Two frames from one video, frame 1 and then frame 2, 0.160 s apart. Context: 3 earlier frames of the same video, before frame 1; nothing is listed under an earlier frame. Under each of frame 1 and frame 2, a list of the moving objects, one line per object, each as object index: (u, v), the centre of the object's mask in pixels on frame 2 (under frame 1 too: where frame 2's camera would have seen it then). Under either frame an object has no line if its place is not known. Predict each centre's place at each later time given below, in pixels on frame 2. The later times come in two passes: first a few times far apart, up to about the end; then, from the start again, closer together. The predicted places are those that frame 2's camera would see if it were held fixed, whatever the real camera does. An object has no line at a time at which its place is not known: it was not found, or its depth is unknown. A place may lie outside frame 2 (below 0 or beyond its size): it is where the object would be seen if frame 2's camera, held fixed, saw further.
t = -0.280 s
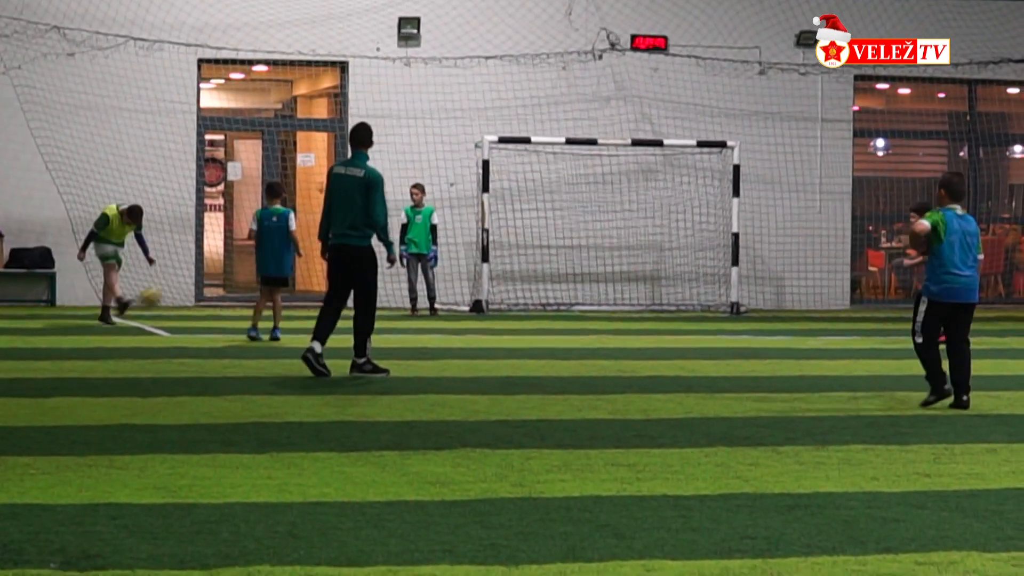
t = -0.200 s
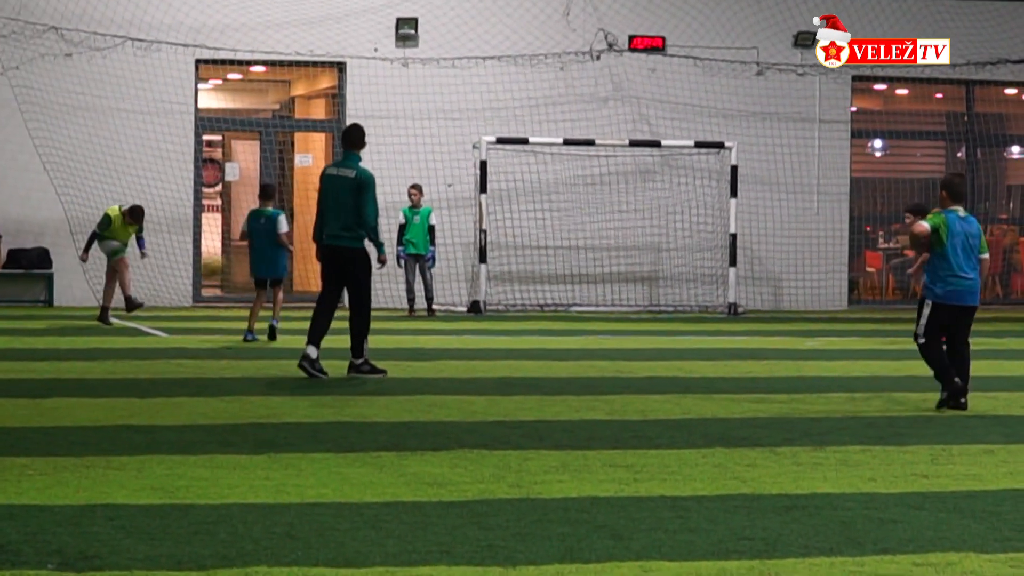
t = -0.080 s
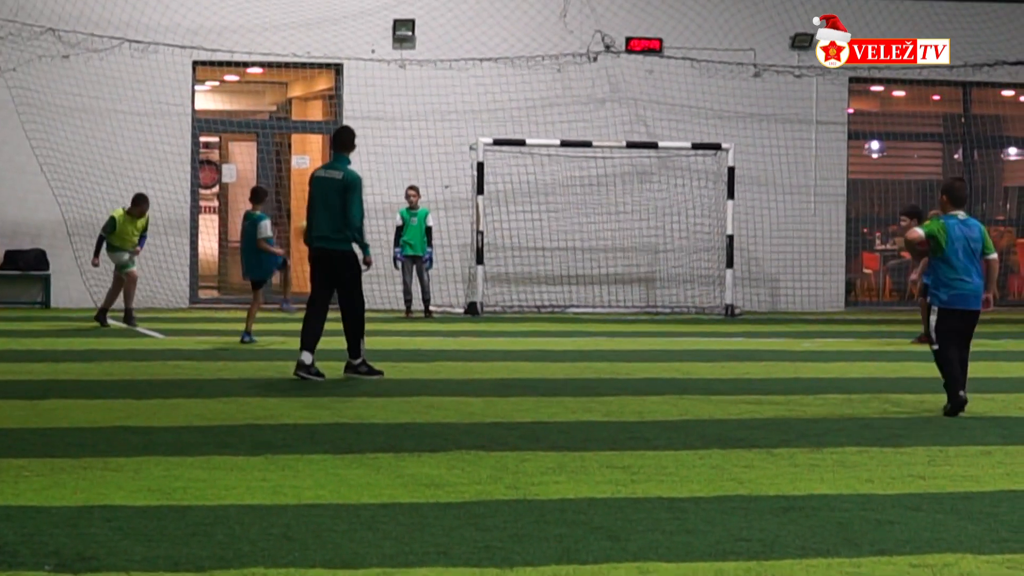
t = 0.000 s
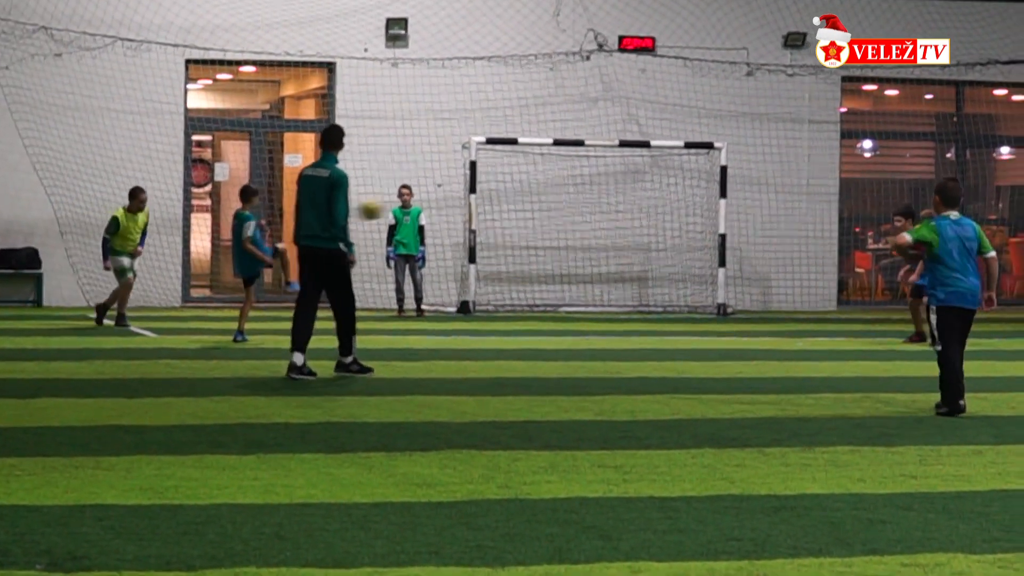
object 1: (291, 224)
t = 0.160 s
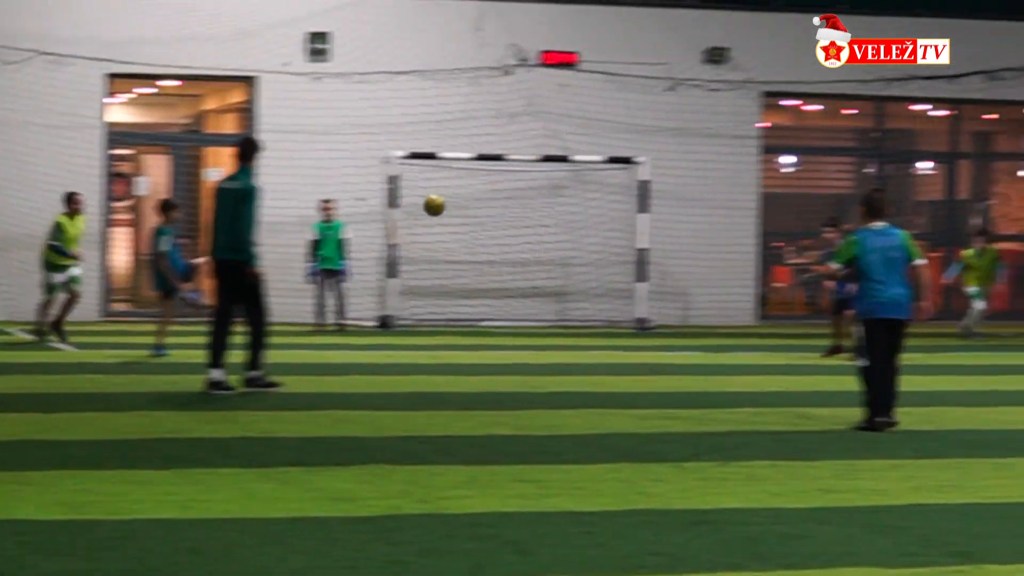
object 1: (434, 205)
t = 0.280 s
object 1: (543, 208)
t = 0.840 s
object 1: (1090, 342)
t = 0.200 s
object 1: (471, 204)
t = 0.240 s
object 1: (507, 206)
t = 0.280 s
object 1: (543, 208)
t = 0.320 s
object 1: (580, 213)
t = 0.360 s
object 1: (618, 219)
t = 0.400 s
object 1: (657, 226)
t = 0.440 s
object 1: (697, 235)
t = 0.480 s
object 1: (736, 247)
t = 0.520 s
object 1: (777, 259)
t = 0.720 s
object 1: (995, 358)
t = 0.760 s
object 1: (1033, 361)
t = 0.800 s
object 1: (1062, 350)
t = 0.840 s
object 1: (1090, 342)
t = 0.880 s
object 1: (1120, 335)
